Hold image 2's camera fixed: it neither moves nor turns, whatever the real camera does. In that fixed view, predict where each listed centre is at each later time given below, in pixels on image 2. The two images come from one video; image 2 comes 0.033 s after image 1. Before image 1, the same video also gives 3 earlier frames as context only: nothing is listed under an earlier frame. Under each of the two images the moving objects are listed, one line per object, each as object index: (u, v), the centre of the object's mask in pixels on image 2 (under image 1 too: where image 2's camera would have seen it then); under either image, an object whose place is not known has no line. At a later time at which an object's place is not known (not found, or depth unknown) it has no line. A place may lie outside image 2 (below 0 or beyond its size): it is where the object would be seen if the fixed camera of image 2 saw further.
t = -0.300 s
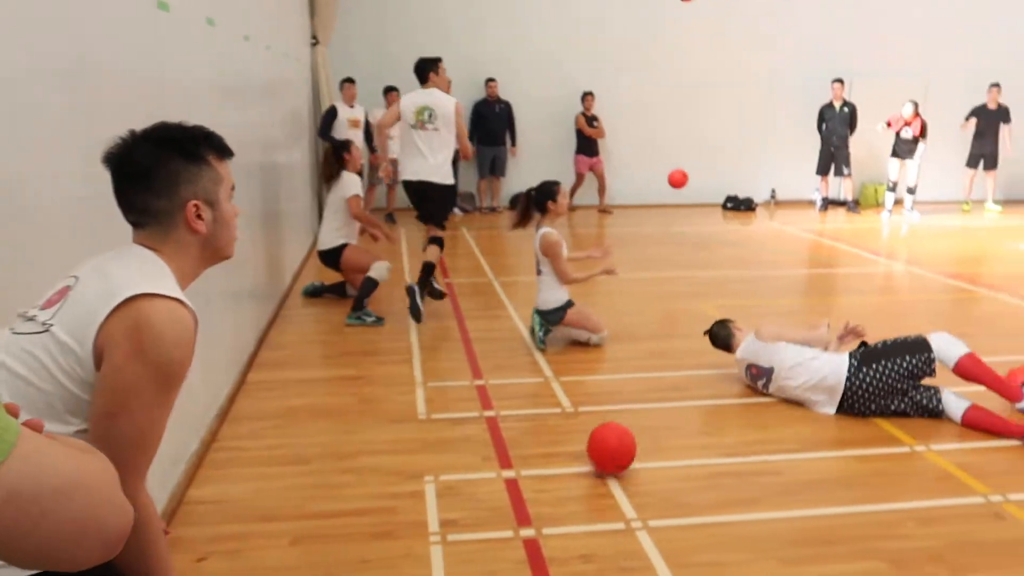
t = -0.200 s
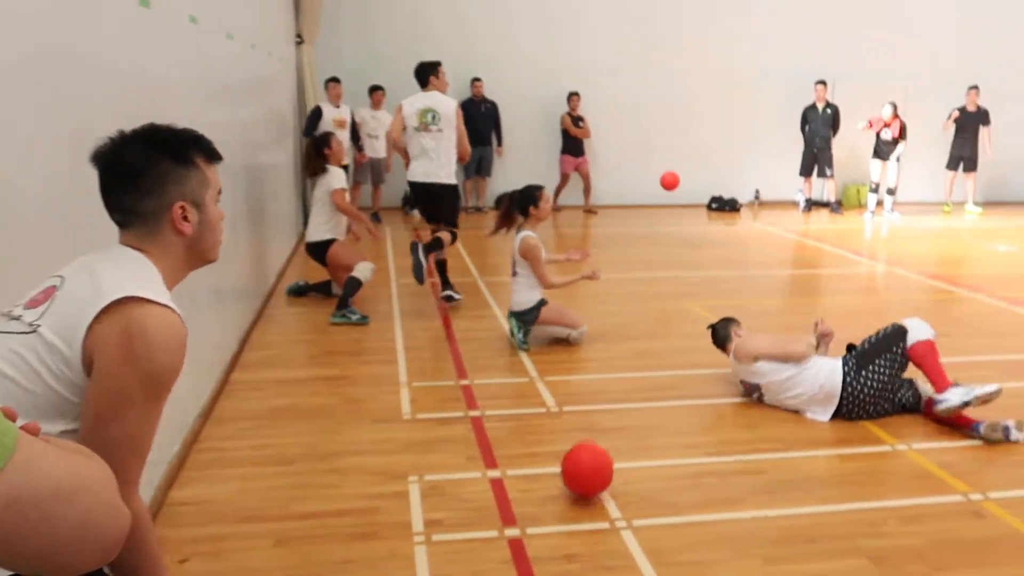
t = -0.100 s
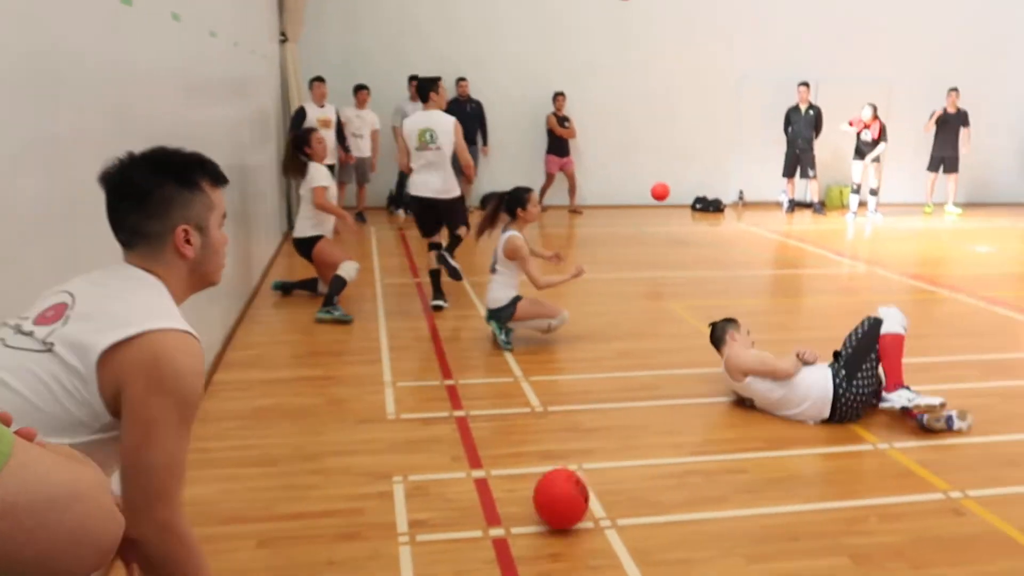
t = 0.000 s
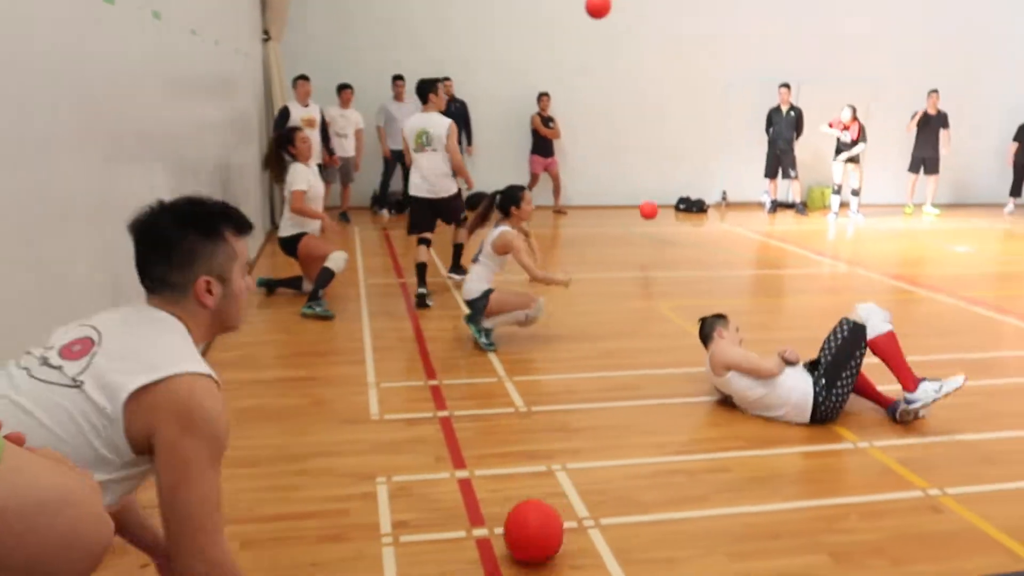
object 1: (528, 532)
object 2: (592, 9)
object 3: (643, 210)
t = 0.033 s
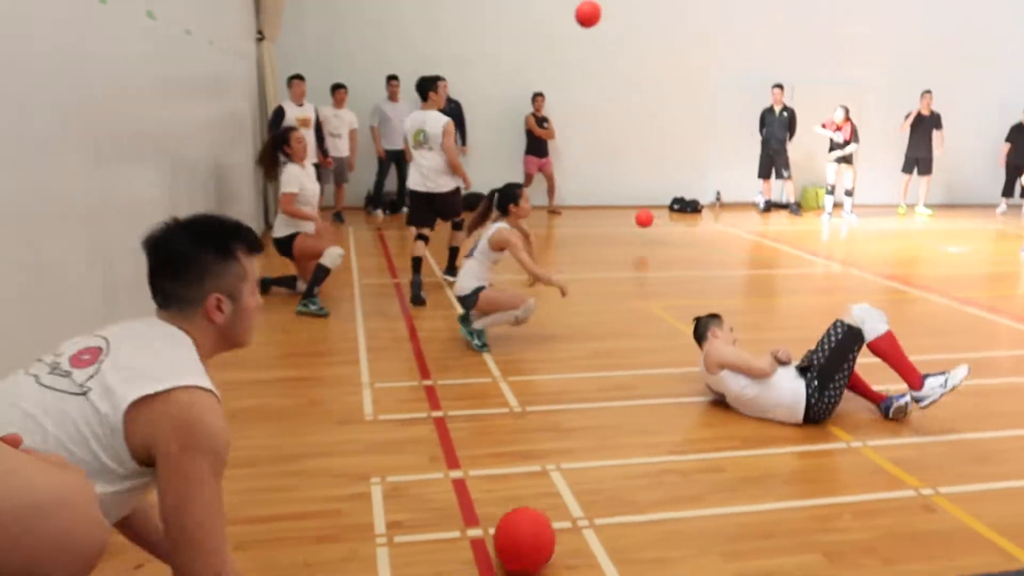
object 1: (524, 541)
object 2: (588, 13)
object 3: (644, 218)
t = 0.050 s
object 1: (522, 545)
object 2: (586, 19)
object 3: (645, 223)
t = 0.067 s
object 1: (520, 549)
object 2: (583, 24)
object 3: (645, 227)
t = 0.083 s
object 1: (519, 553)
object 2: (581, 29)
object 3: (646, 232)
